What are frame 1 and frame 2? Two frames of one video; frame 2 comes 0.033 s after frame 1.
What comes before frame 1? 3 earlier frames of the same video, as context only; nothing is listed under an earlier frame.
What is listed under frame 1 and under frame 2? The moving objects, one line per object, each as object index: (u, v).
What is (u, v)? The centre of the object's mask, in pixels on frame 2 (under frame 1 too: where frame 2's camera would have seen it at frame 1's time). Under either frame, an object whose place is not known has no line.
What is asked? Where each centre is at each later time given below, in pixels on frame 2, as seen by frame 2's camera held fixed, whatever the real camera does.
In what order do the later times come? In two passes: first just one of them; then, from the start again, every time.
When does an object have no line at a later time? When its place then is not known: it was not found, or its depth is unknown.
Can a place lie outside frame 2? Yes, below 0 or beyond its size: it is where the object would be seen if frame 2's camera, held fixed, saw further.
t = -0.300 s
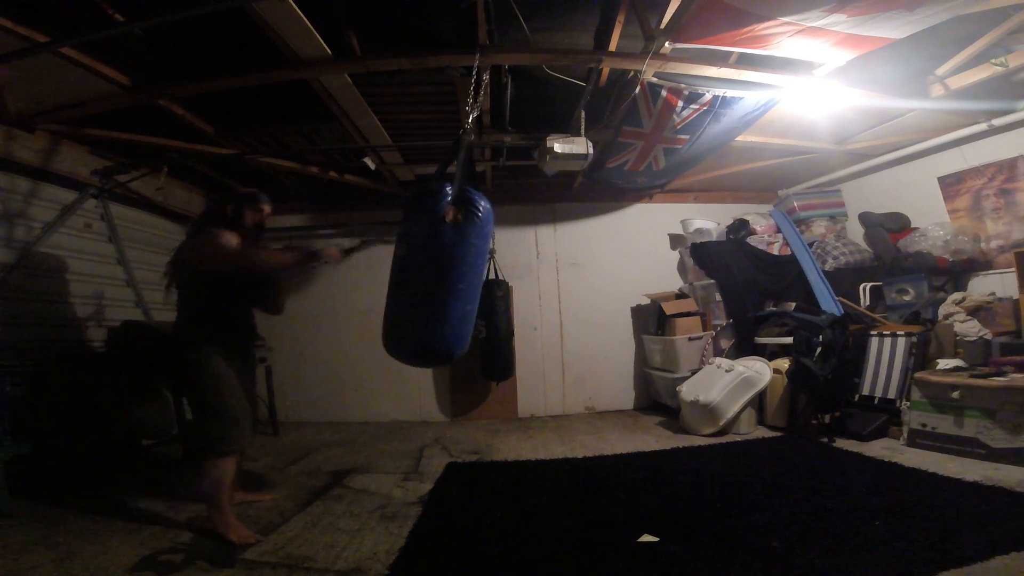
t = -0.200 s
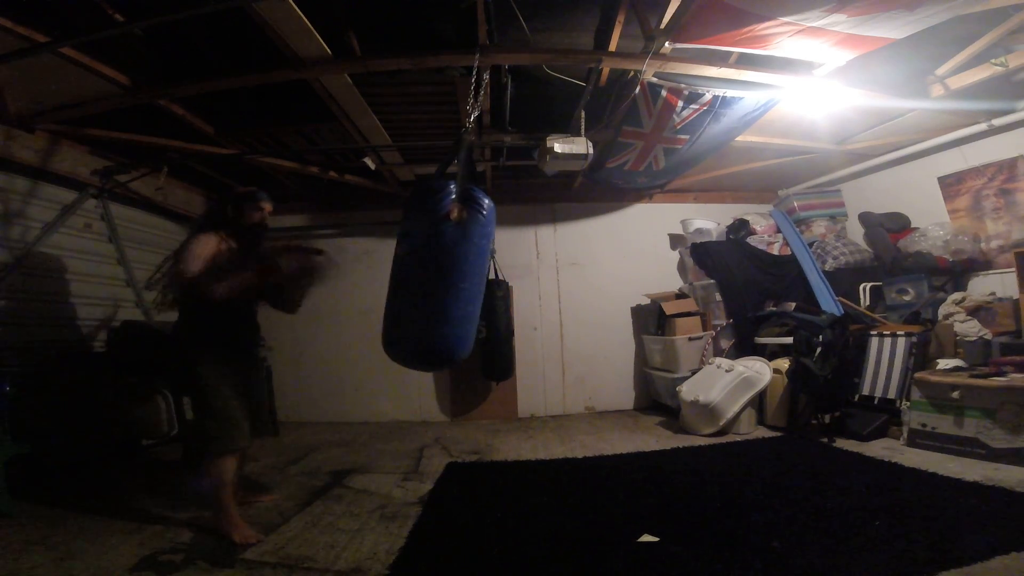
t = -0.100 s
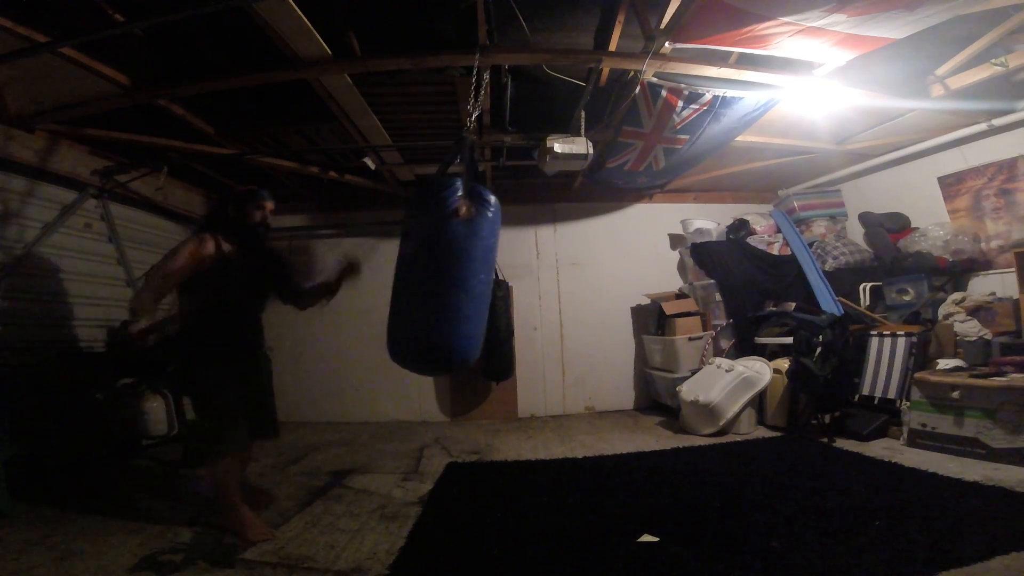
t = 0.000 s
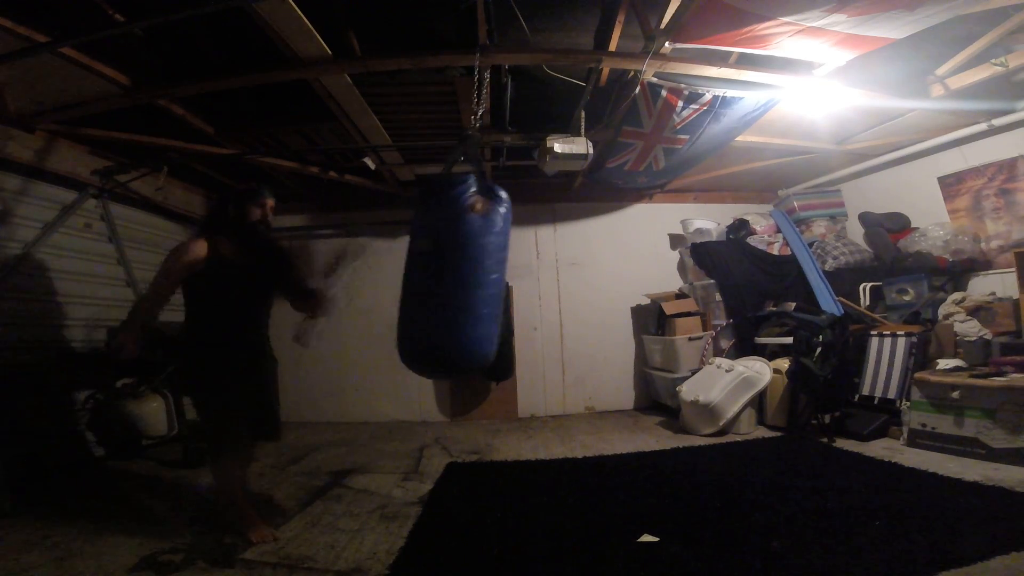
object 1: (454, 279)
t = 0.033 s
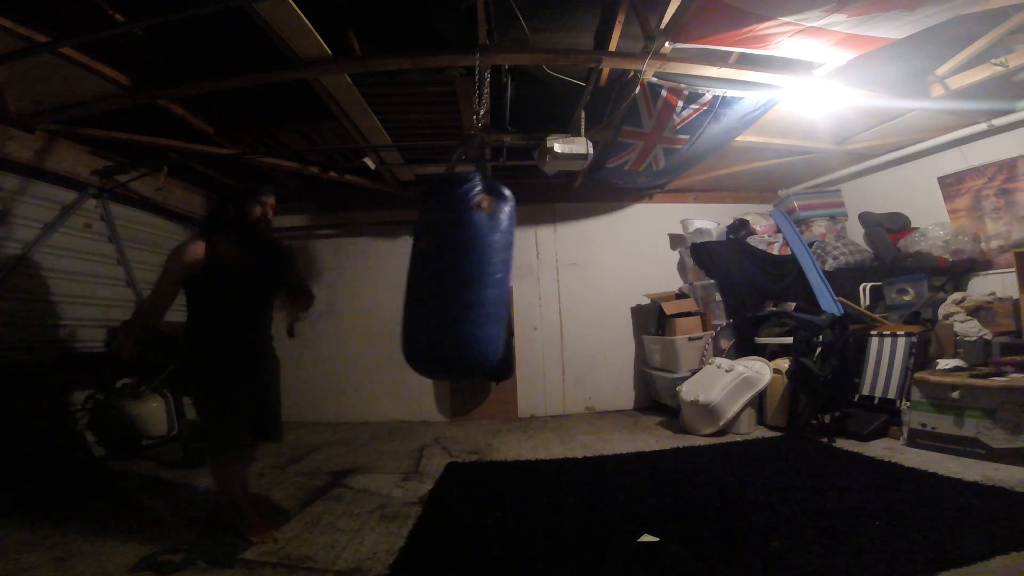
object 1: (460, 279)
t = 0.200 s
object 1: (487, 277)
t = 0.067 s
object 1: (465, 281)
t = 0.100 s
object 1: (470, 279)
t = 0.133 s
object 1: (475, 279)
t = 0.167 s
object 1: (481, 278)
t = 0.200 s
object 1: (487, 277)
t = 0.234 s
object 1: (495, 277)
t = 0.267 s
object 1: (502, 276)
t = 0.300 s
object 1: (509, 274)
